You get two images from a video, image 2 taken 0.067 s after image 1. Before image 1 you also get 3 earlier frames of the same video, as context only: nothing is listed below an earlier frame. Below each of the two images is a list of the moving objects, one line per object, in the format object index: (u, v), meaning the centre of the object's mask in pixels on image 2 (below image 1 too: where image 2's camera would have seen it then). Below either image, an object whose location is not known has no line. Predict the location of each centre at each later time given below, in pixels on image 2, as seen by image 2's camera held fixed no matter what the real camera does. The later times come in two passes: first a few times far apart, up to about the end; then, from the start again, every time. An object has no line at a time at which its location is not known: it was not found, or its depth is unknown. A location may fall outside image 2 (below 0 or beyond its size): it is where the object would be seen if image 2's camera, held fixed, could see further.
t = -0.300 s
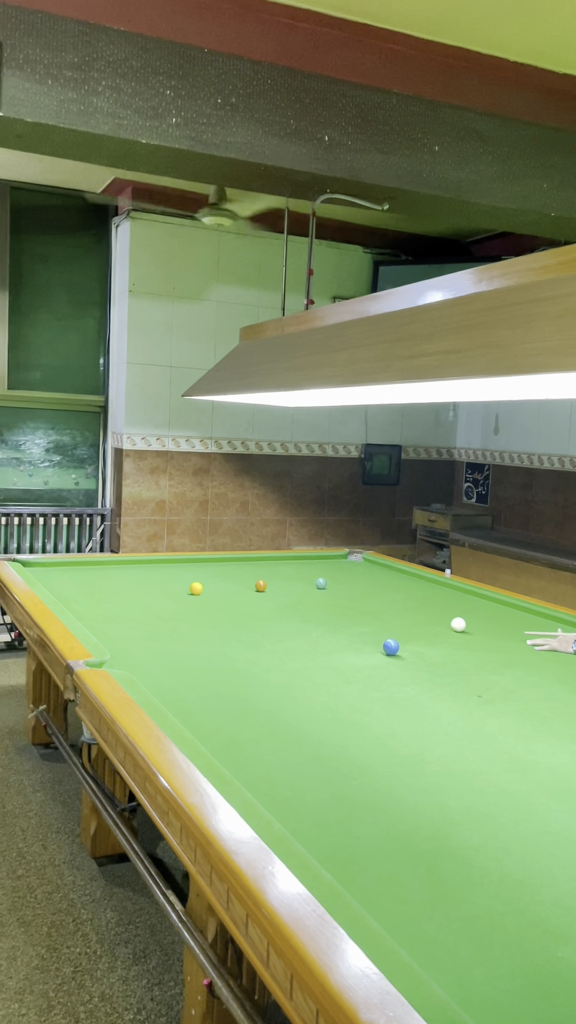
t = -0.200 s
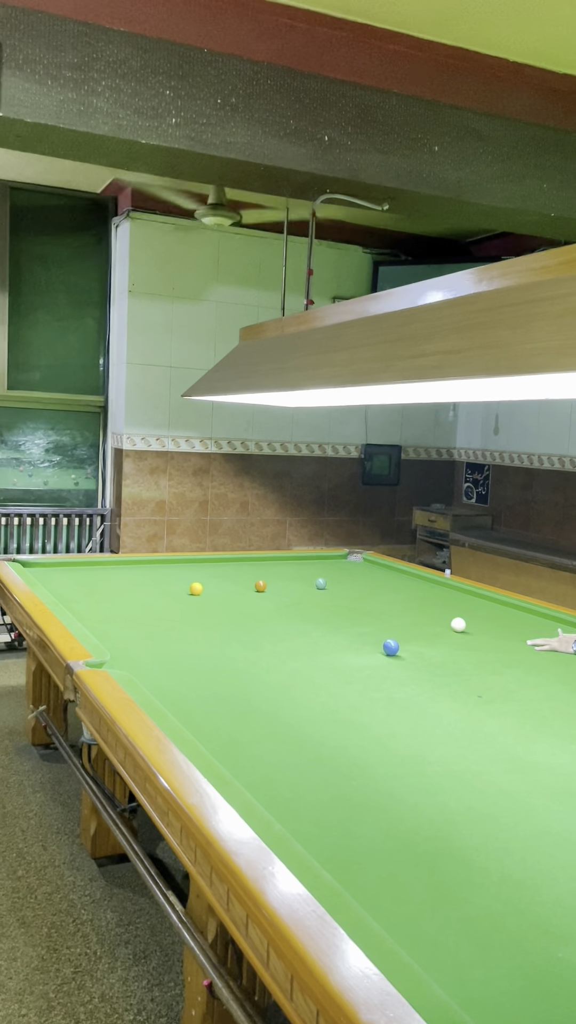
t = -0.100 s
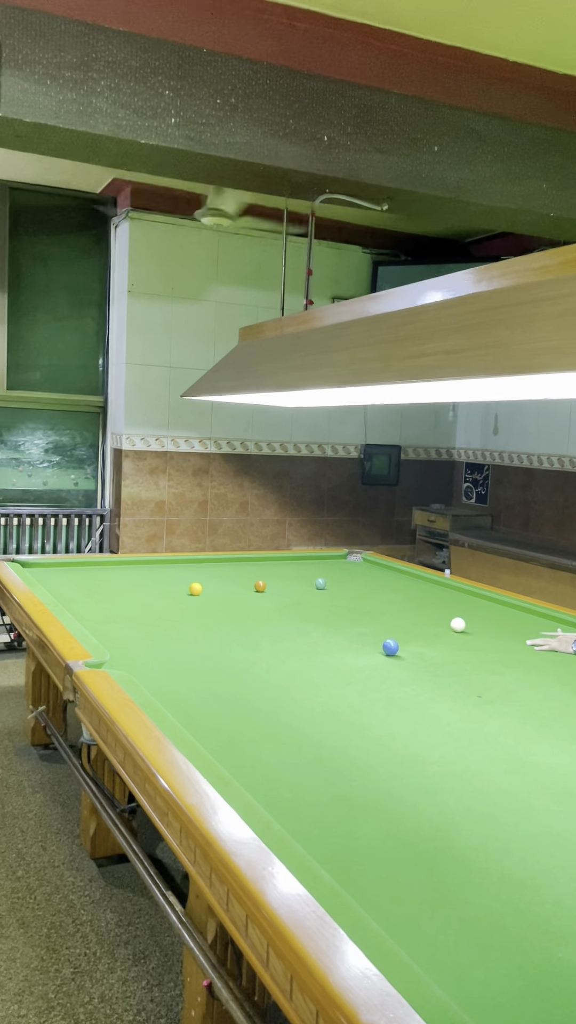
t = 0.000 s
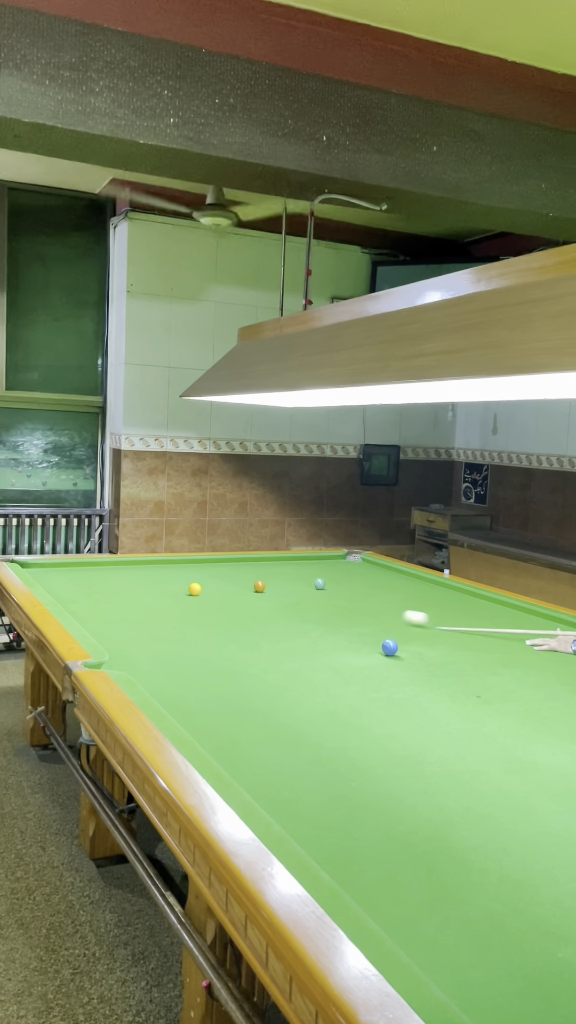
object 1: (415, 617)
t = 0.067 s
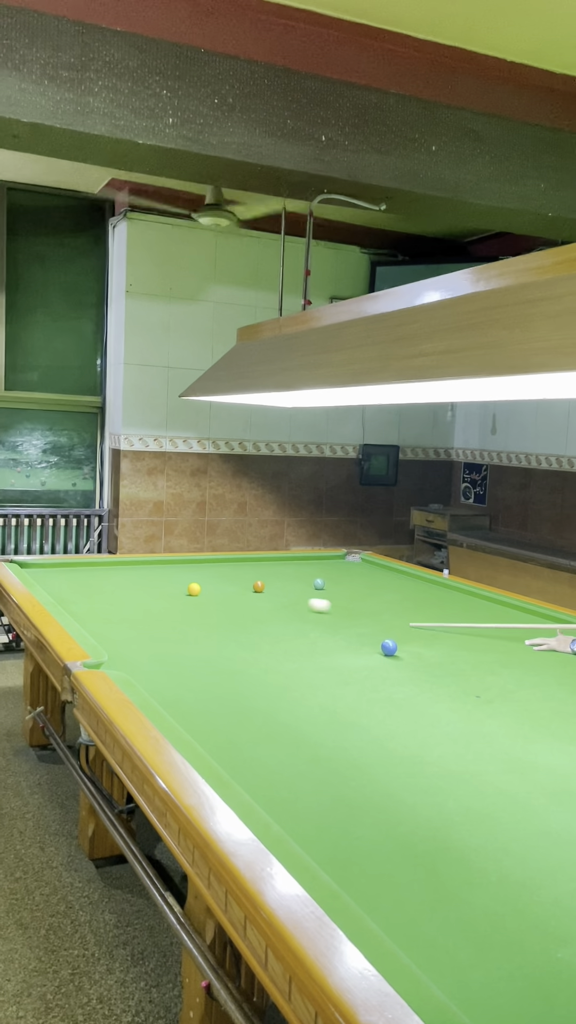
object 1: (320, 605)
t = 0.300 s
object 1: (205, 591)
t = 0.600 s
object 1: (222, 595)
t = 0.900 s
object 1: (238, 598)
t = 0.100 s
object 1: (276, 599)
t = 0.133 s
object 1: (236, 594)
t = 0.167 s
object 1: (205, 591)
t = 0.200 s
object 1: (204, 591)
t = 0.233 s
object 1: (203, 591)
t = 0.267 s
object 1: (203, 591)
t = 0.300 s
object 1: (205, 591)
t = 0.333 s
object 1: (207, 591)
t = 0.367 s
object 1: (208, 592)
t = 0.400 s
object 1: (211, 592)
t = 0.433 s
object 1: (212, 593)
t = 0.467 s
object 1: (214, 593)
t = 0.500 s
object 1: (216, 593)
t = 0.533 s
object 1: (218, 594)
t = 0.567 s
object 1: (220, 594)
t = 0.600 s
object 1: (222, 595)
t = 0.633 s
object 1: (224, 595)
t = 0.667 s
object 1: (225, 595)
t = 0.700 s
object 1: (227, 596)
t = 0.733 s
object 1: (229, 596)
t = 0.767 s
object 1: (231, 596)
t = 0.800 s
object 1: (232, 597)
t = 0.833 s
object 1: (234, 597)
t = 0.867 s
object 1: (236, 598)
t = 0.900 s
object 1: (238, 598)
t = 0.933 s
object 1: (239, 598)
